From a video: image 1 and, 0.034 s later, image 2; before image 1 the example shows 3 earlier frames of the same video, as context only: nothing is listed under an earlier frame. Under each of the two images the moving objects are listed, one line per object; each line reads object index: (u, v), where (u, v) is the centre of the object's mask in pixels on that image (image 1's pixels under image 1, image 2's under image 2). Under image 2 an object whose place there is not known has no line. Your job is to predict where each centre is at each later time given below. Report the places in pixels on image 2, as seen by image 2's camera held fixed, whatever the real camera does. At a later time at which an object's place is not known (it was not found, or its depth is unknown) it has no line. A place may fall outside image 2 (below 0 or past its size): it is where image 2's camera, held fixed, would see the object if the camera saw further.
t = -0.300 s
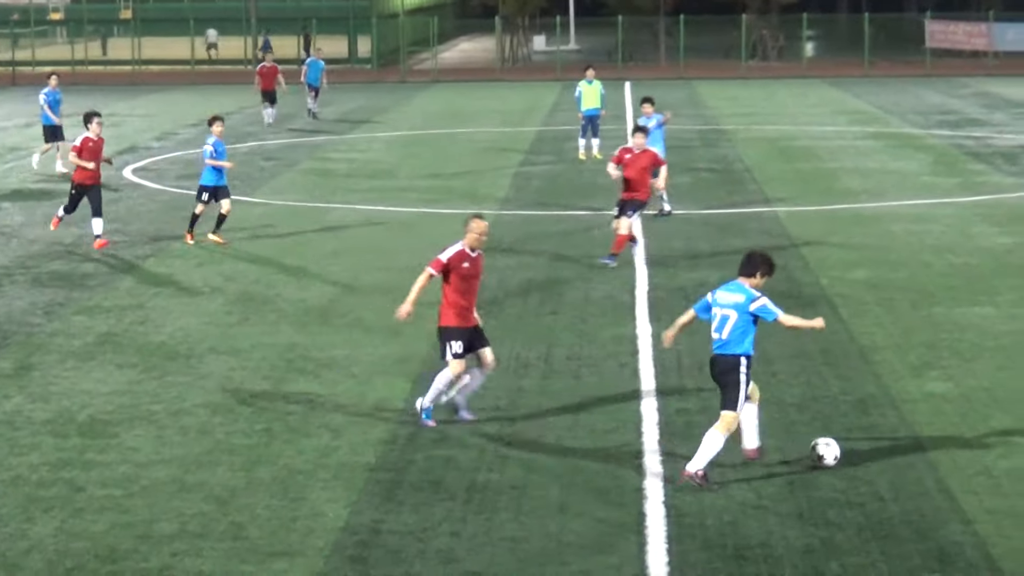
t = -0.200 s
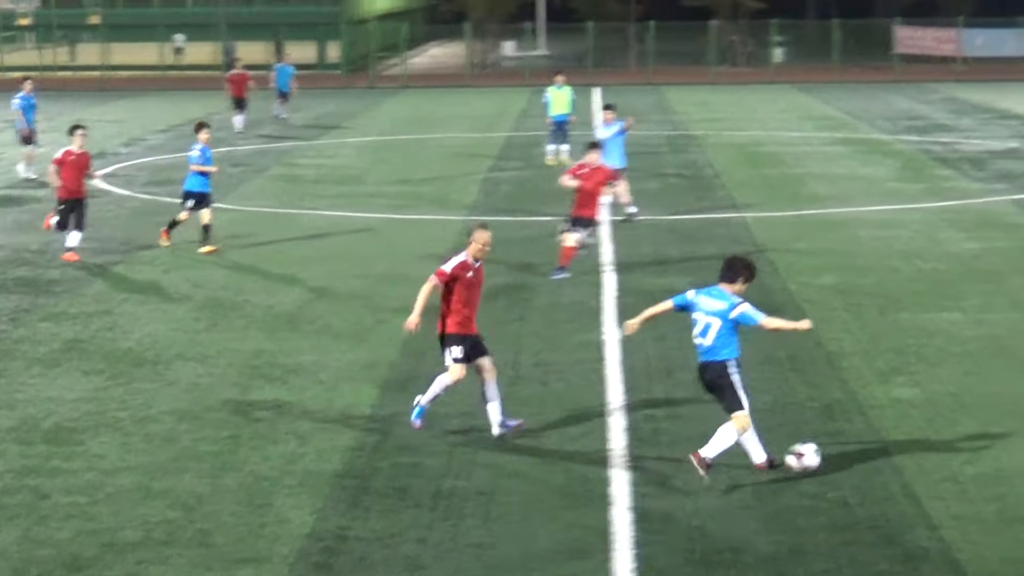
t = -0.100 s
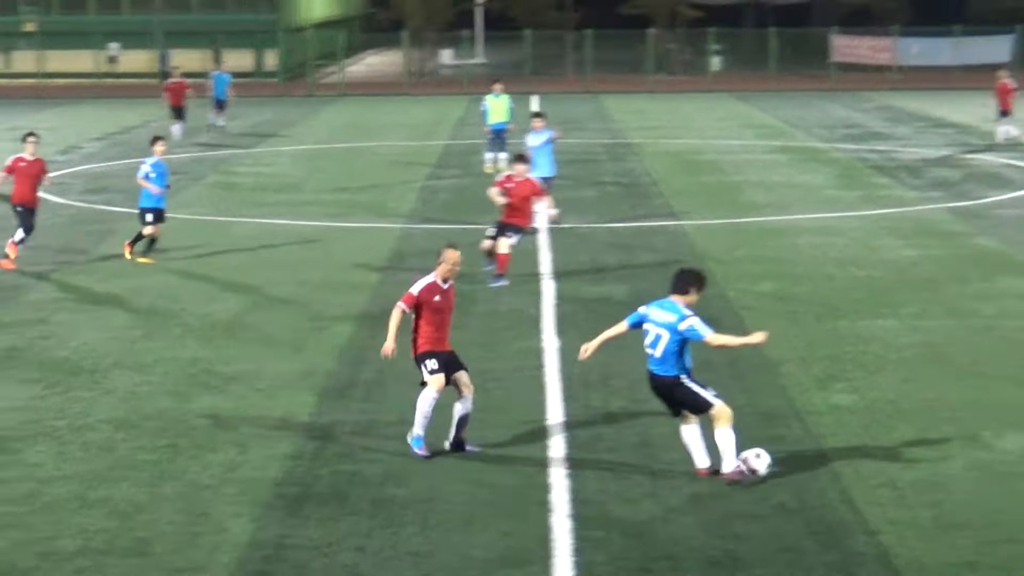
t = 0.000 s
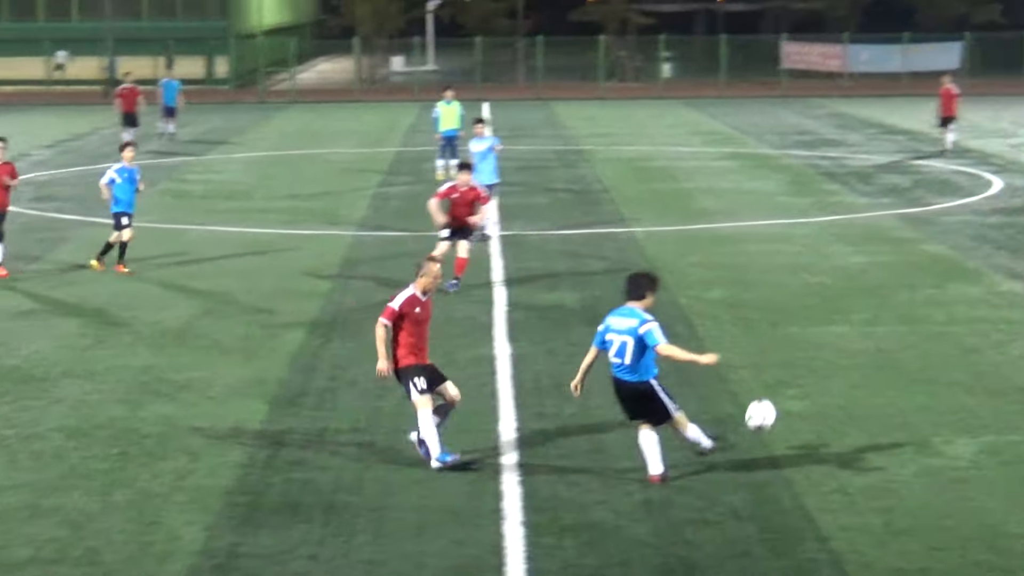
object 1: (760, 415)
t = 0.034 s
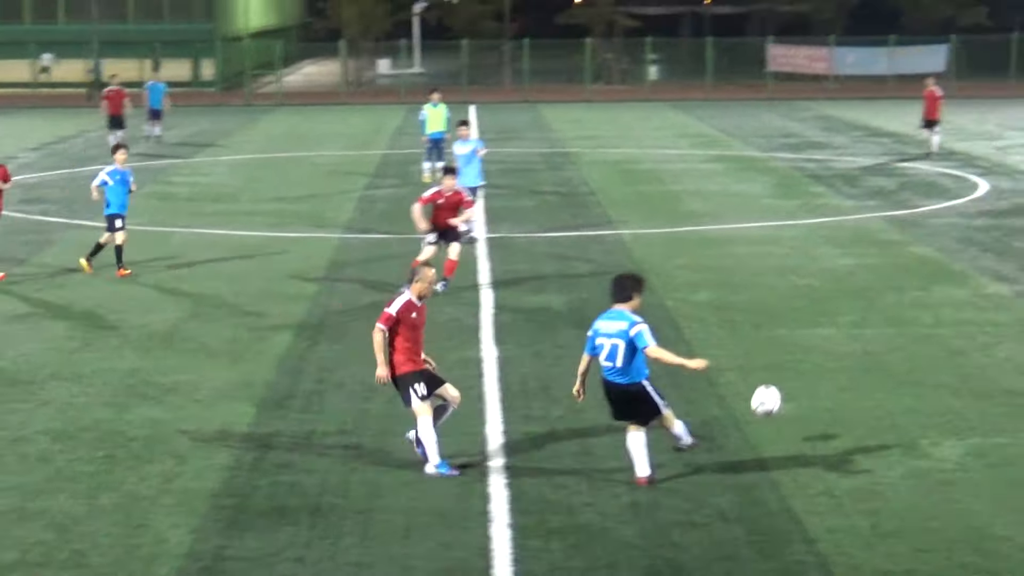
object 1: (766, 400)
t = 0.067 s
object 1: (783, 385)
